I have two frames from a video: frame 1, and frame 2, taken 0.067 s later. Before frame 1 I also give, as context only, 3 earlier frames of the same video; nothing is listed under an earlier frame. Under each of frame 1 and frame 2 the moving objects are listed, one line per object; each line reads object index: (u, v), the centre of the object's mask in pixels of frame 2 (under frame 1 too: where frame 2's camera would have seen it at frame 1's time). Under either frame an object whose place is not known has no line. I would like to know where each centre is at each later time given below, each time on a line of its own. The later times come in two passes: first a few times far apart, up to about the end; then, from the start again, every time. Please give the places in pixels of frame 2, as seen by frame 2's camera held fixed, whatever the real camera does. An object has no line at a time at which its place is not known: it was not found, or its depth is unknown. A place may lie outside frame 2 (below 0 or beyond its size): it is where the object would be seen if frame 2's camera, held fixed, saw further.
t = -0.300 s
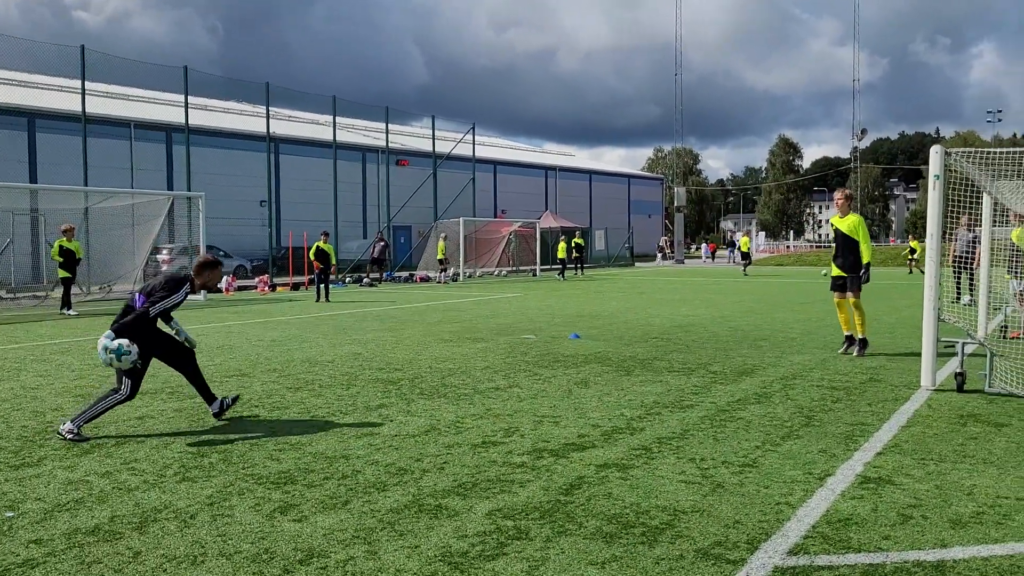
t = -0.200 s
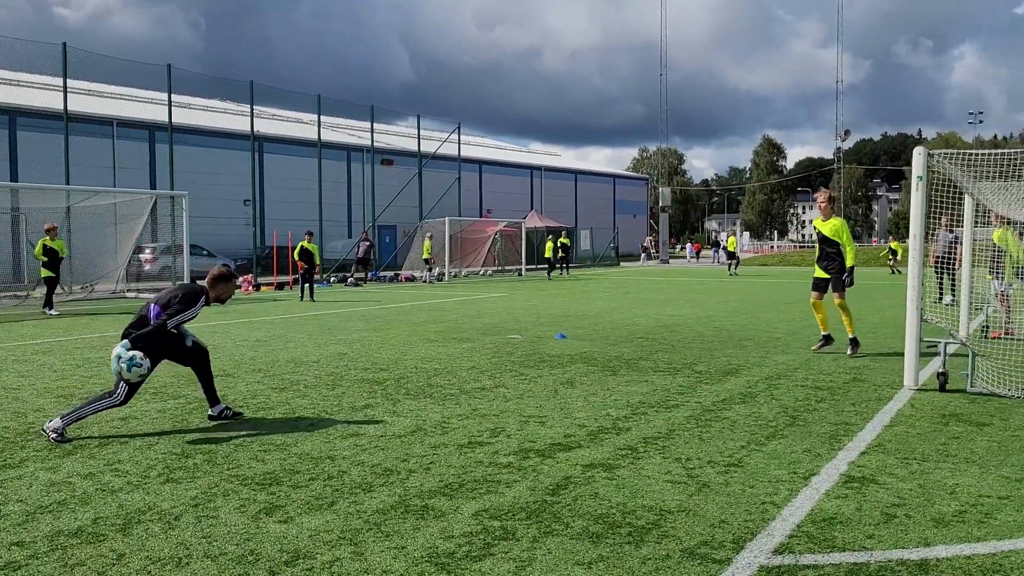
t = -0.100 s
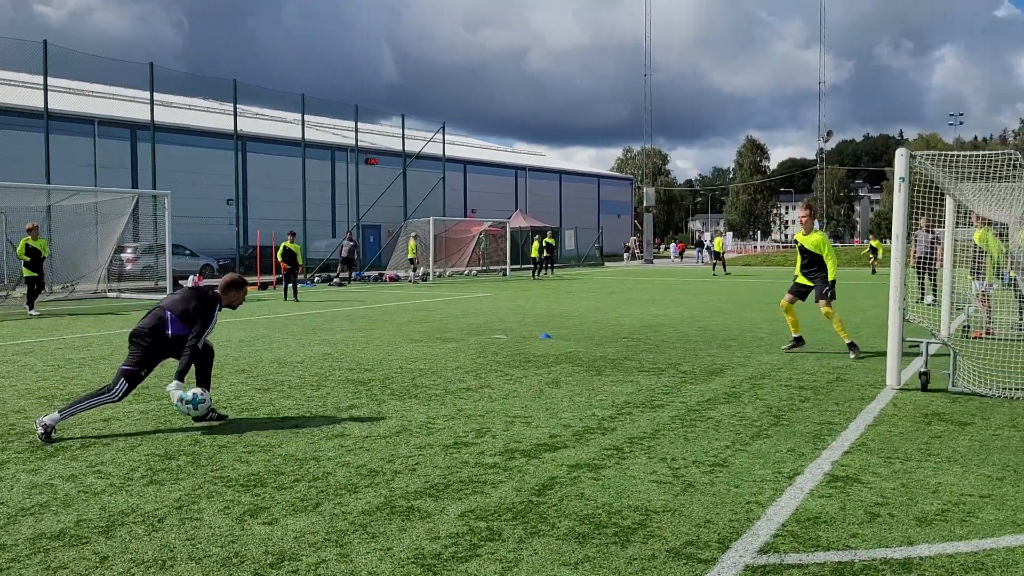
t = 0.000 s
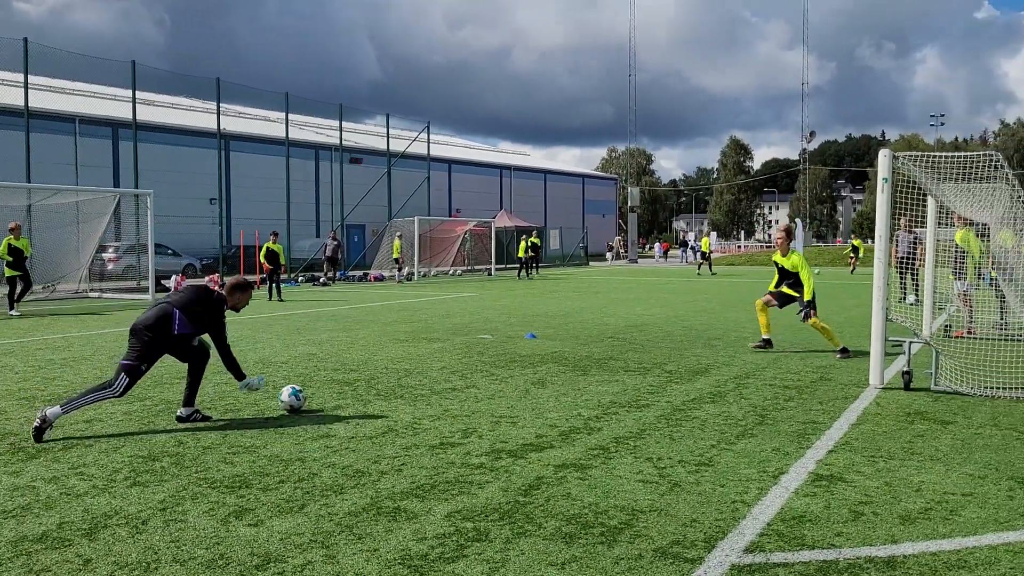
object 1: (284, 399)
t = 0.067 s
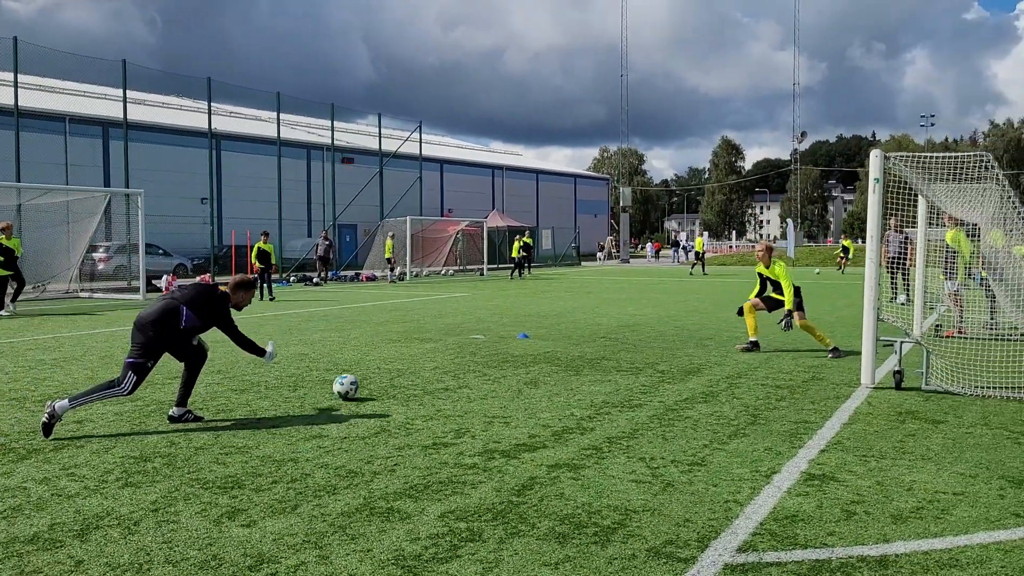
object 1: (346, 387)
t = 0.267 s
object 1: (477, 363)
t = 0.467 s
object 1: (561, 348)
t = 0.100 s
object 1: (372, 382)
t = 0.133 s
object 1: (397, 378)
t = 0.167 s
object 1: (421, 374)
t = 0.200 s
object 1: (441, 369)
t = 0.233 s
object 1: (459, 365)
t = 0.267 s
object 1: (477, 363)
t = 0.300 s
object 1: (494, 360)
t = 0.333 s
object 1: (509, 357)
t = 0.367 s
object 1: (523, 354)
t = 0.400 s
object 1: (536, 351)
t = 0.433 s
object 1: (550, 350)
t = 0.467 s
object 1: (561, 348)
